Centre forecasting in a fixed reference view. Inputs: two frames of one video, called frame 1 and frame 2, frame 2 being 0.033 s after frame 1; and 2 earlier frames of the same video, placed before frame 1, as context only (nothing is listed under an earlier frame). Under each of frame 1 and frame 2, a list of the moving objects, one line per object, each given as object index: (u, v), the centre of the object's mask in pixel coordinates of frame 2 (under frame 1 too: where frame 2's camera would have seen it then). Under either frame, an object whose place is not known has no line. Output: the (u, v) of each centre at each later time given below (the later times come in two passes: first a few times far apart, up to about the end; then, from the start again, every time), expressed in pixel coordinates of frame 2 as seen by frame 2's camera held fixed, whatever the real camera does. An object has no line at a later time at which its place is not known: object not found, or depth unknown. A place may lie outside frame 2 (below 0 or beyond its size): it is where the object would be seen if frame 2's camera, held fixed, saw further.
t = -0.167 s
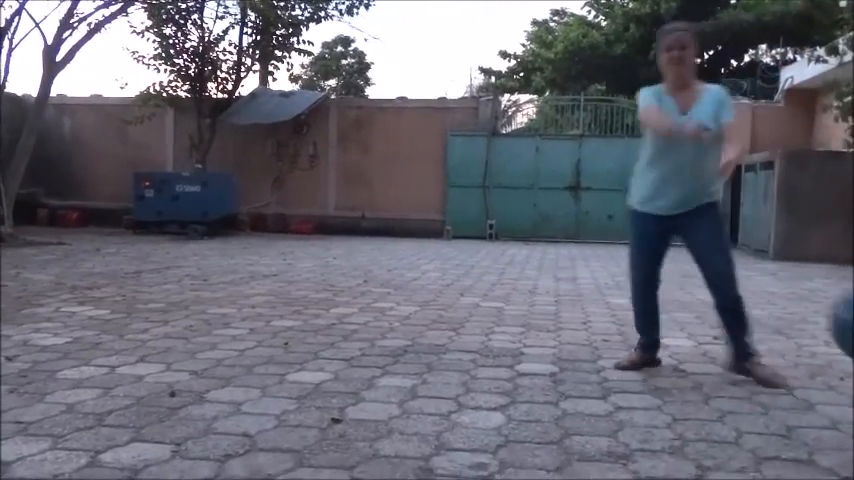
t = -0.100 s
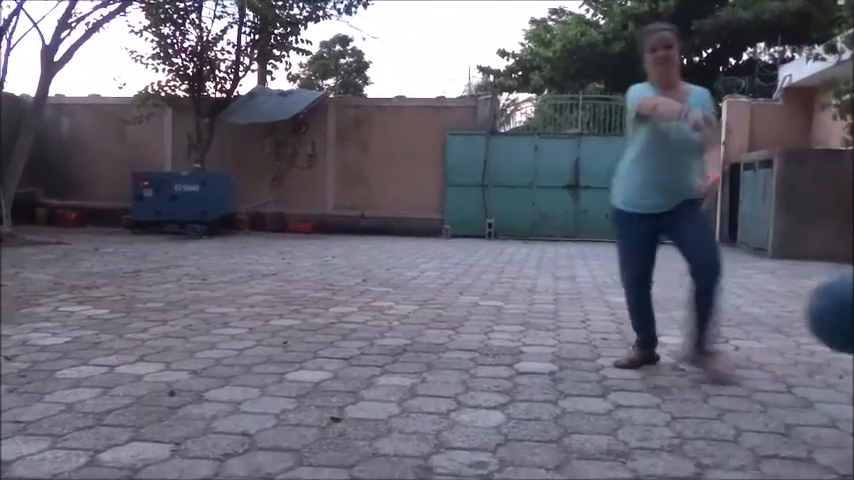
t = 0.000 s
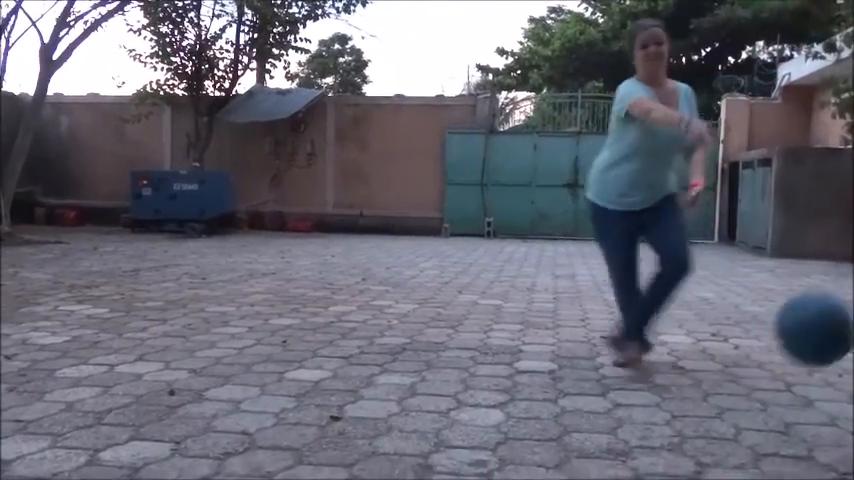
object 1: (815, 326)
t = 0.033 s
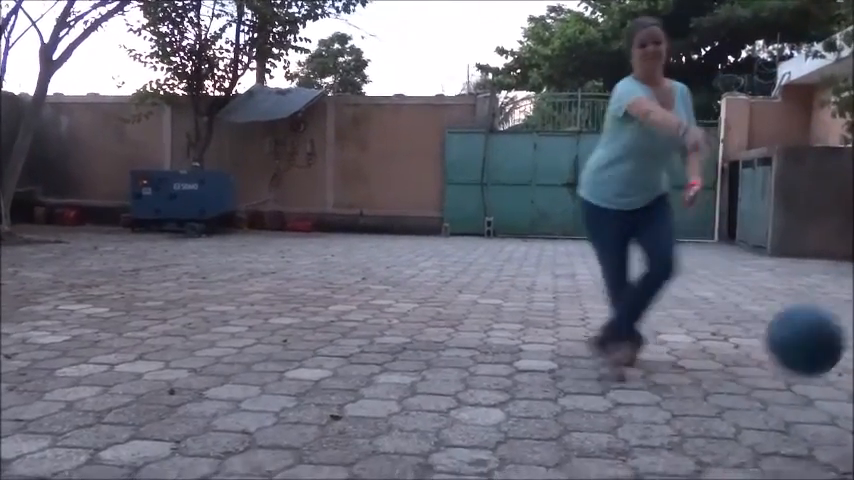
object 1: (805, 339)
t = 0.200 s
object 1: (758, 413)
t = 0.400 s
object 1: (716, 389)
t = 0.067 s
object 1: (796, 353)
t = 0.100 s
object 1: (786, 373)
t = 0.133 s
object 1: (778, 392)
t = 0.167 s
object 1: (766, 420)
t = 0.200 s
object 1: (758, 413)
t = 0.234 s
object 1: (751, 401)
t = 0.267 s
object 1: (744, 392)
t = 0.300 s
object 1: (738, 387)
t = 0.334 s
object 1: (730, 385)
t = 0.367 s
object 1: (723, 386)
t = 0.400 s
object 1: (716, 389)
